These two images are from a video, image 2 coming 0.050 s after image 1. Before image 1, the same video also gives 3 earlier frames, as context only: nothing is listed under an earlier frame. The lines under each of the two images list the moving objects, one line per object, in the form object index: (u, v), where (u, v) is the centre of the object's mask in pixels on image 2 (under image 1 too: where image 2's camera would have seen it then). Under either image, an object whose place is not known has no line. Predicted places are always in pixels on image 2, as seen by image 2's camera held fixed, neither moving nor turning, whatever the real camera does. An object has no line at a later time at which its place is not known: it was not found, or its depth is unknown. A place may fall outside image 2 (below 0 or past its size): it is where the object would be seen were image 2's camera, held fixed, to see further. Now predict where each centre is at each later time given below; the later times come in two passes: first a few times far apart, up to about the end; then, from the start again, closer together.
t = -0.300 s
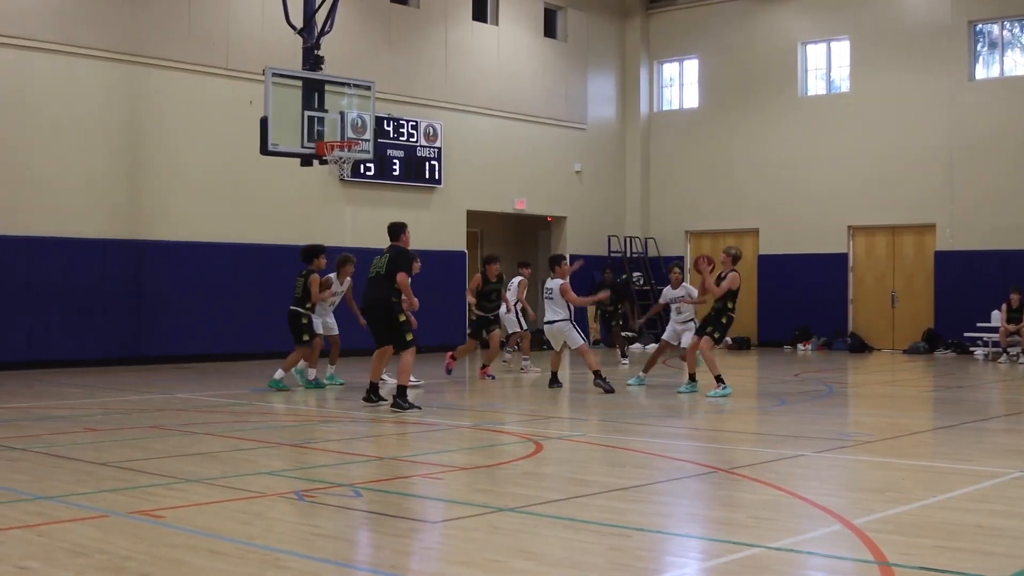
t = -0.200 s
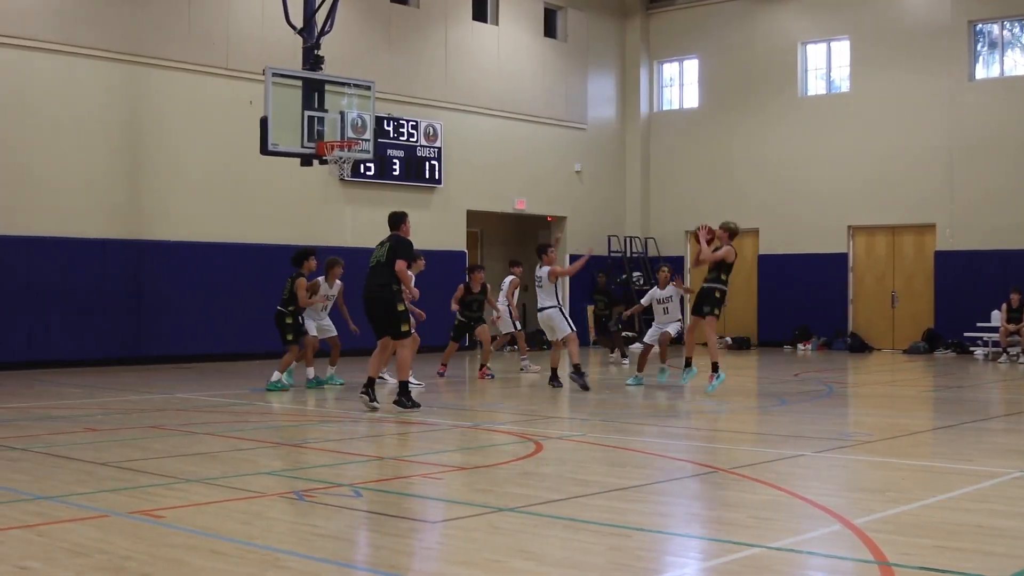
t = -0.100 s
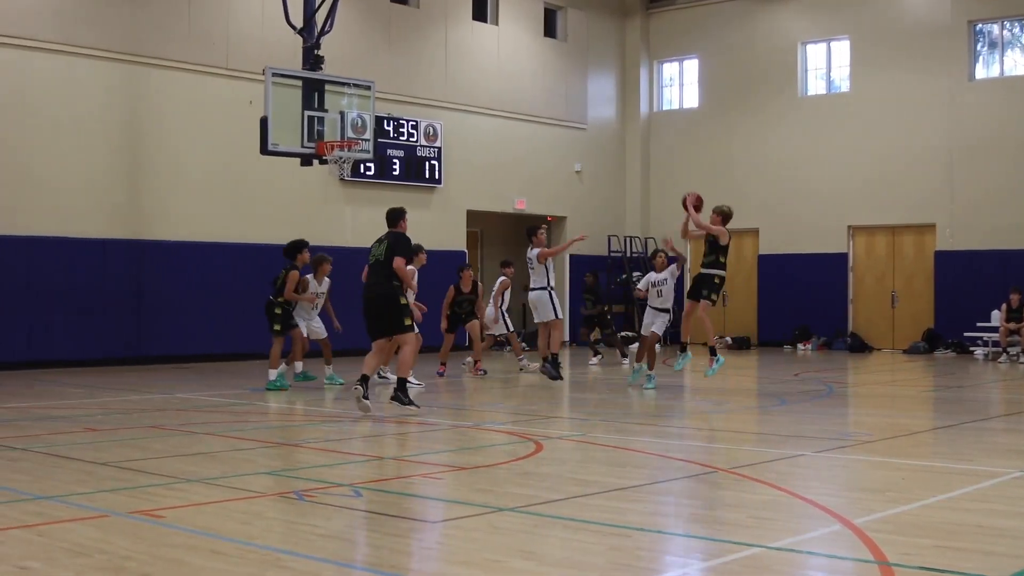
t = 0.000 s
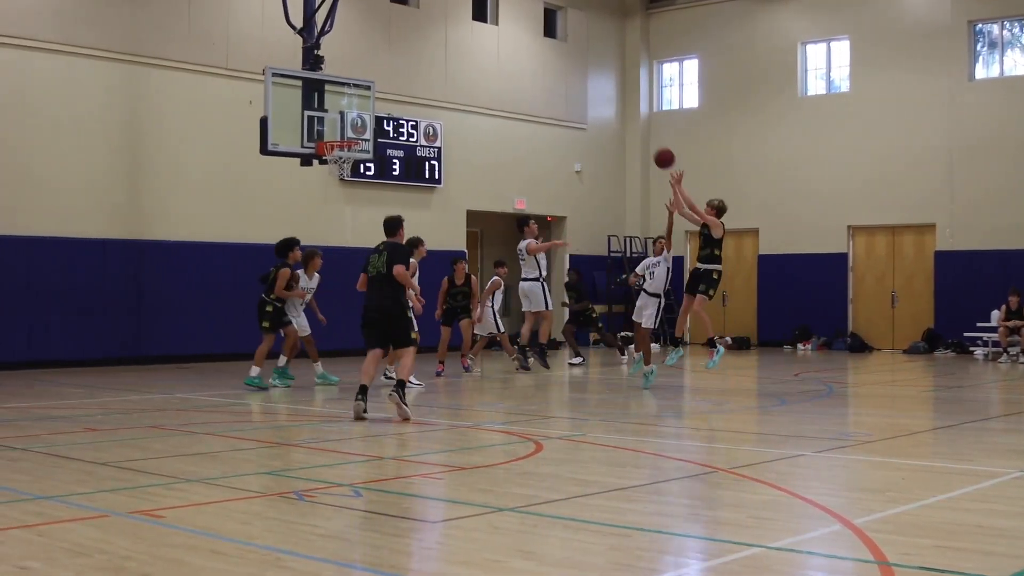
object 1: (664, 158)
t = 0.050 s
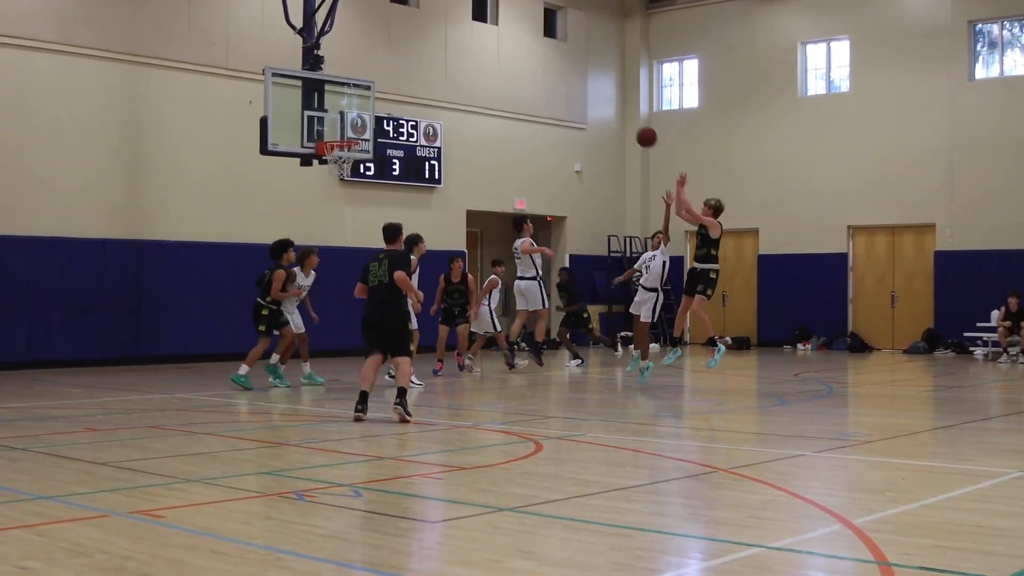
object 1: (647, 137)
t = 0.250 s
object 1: (579, 76)
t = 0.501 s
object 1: (500, 50)
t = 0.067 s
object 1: (641, 130)
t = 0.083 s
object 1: (635, 124)
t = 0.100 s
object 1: (629, 118)
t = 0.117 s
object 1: (623, 112)
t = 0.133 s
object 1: (618, 107)
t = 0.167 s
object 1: (607, 96)
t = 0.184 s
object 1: (601, 92)
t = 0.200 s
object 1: (595, 88)
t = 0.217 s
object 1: (590, 83)
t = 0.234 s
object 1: (584, 80)
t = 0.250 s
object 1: (579, 76)
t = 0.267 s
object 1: (573, 73)
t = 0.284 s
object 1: (568, 69)
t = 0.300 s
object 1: (563, 67)
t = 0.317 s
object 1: (557, 64)
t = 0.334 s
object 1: (552, 61)
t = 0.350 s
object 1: (546, 59)
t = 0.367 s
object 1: (541, 57)
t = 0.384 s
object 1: (536, 56)
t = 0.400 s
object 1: (531, 54)
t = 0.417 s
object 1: (526, 53)
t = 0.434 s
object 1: (521, 52)
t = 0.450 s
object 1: (515, 51)
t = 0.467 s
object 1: (510, 50)
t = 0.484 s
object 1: (505, 50)
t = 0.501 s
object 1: (500, 50)
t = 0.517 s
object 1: (495, 50)
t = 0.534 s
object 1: (490, 50)
